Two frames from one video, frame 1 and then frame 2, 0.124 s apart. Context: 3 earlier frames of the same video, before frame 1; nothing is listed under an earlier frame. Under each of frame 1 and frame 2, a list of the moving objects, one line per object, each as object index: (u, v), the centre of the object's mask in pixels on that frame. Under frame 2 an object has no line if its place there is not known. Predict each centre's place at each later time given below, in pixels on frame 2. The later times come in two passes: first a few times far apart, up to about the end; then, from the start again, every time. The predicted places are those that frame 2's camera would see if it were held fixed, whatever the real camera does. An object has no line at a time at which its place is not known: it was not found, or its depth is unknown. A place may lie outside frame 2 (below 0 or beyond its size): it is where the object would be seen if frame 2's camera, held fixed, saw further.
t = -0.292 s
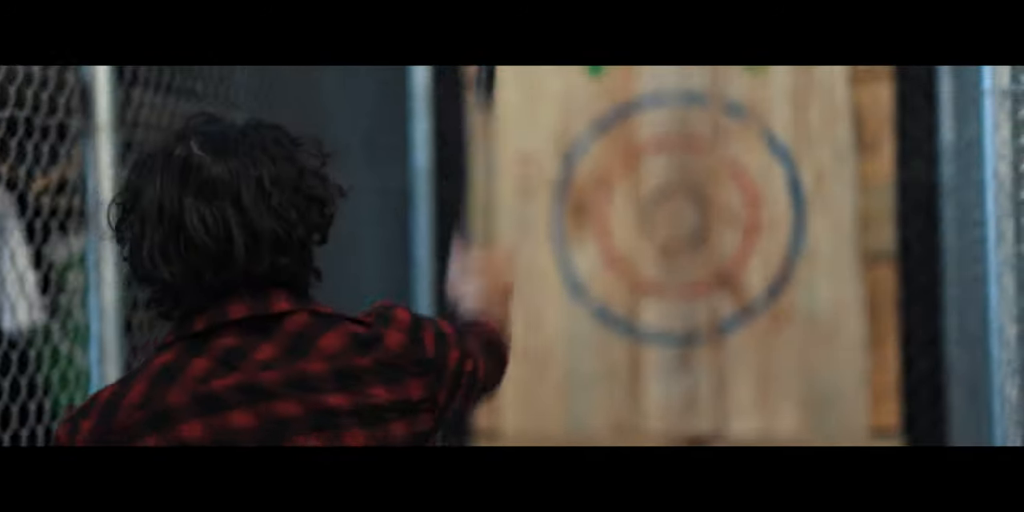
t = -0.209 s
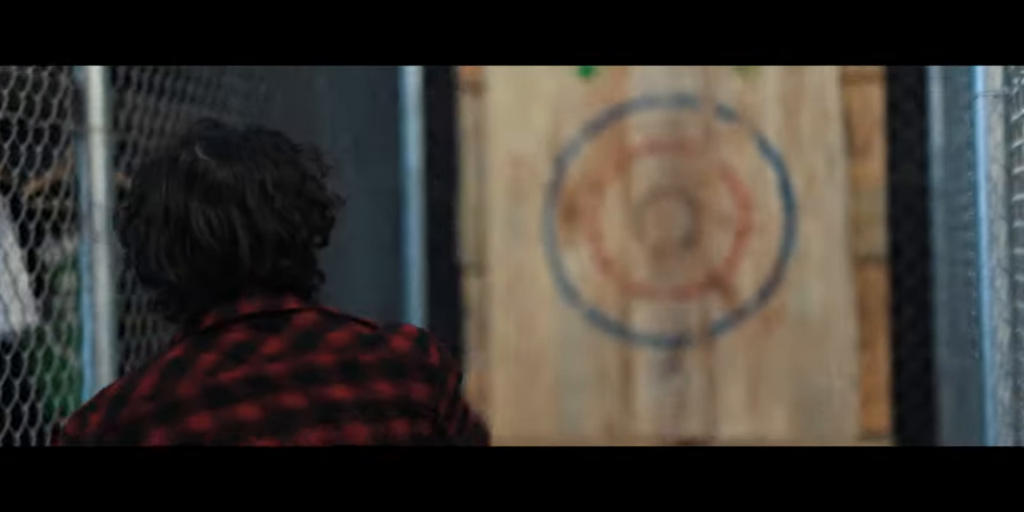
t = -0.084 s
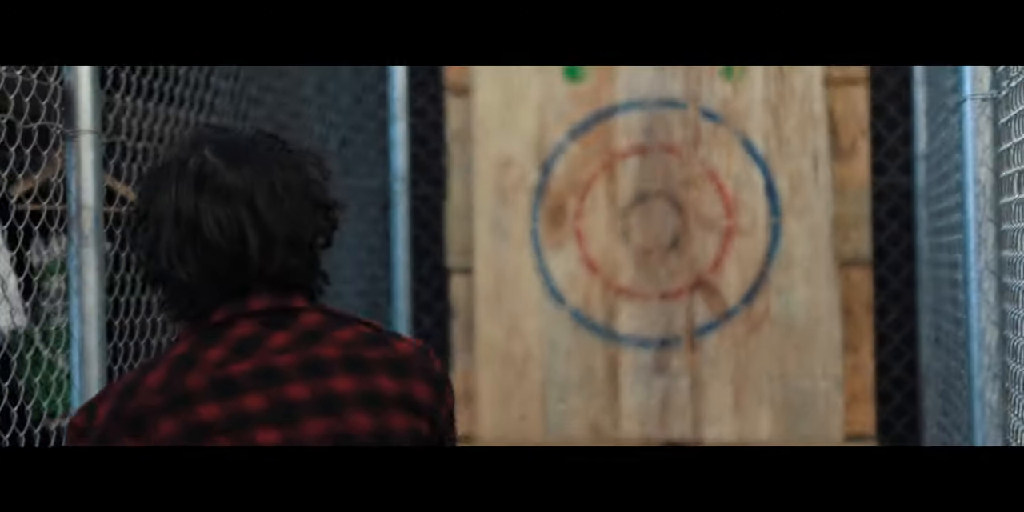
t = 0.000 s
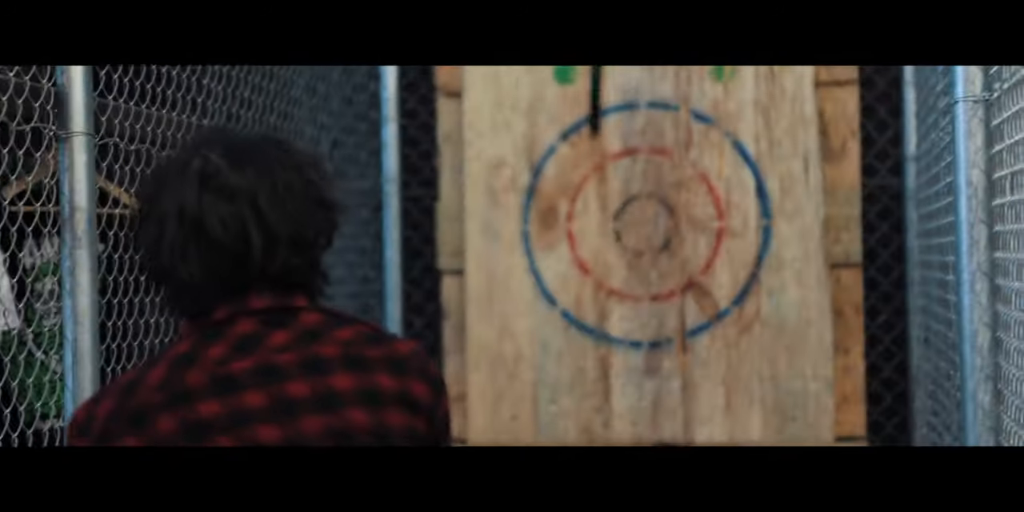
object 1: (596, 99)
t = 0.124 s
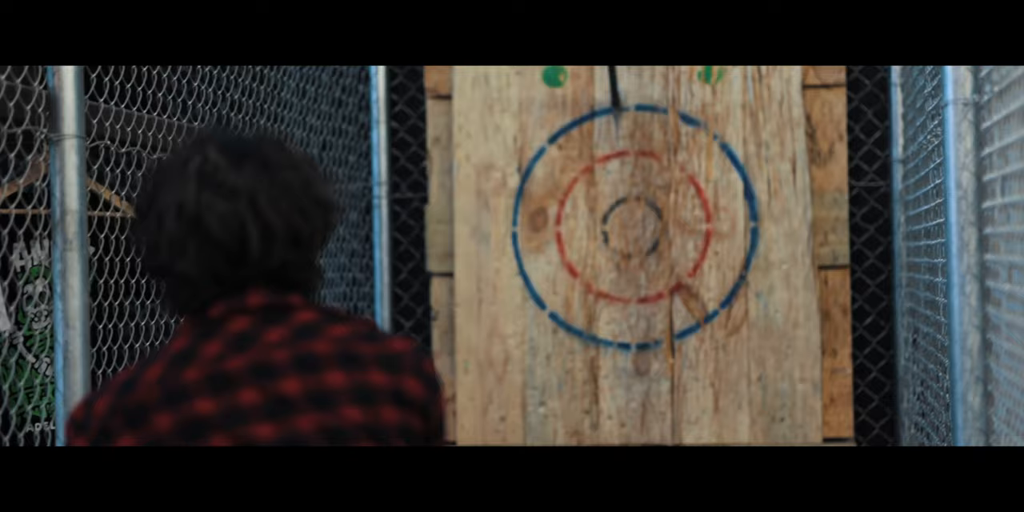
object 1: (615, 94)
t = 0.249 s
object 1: (618, 86)
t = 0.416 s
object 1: (627, 182)
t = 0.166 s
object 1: (616, 82)
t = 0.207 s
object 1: (618, 77)
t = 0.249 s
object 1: (618, 86)
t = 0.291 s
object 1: (622, 99)
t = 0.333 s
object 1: (621, 119)
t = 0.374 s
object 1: (624, 146)
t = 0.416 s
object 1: (627, 182)
